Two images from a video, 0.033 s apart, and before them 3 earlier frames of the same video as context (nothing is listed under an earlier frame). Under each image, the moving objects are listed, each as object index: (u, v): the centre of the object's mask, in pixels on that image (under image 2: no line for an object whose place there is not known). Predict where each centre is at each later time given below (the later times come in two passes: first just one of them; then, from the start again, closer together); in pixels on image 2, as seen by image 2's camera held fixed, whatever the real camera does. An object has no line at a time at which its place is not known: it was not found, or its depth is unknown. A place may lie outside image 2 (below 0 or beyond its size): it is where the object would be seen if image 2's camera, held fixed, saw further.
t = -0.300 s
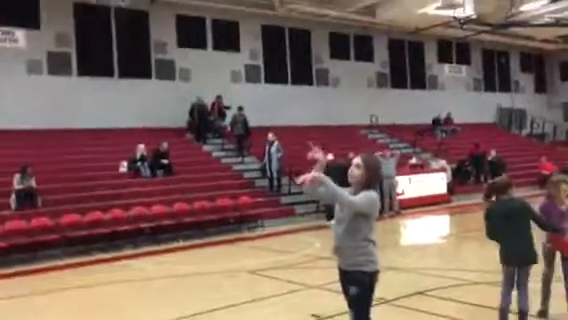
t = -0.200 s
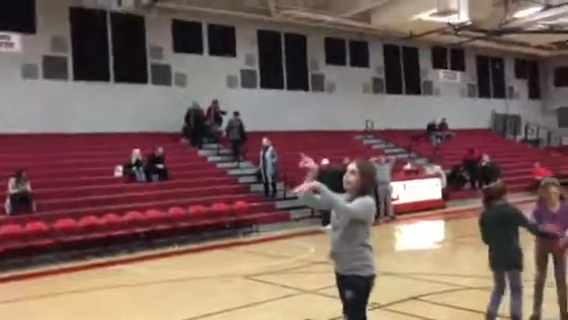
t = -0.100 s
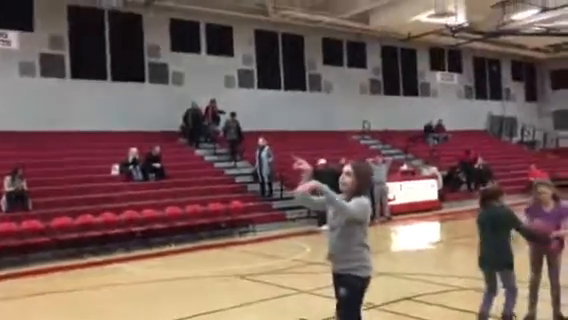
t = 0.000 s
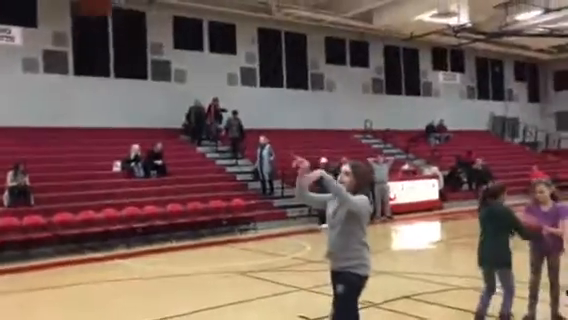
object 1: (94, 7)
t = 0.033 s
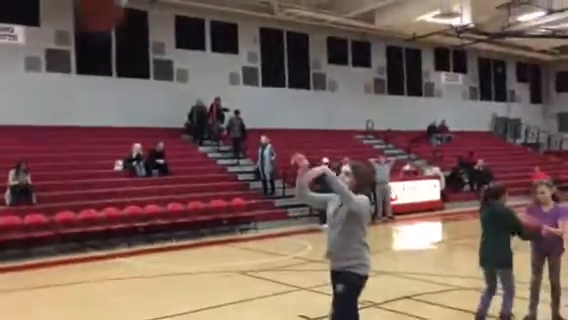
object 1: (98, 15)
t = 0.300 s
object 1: (117, 218)
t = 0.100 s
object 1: (103, 46)
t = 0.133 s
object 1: (106, 69)
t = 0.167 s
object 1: (107, 96)
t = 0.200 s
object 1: (109, 113)
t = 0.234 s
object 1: (112, 150)
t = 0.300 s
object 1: (117, 218)
